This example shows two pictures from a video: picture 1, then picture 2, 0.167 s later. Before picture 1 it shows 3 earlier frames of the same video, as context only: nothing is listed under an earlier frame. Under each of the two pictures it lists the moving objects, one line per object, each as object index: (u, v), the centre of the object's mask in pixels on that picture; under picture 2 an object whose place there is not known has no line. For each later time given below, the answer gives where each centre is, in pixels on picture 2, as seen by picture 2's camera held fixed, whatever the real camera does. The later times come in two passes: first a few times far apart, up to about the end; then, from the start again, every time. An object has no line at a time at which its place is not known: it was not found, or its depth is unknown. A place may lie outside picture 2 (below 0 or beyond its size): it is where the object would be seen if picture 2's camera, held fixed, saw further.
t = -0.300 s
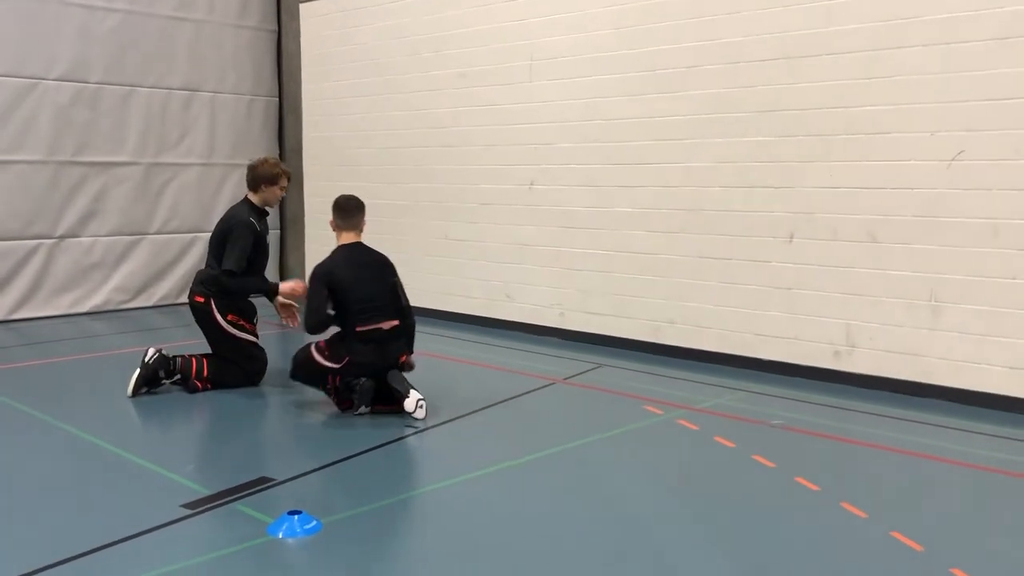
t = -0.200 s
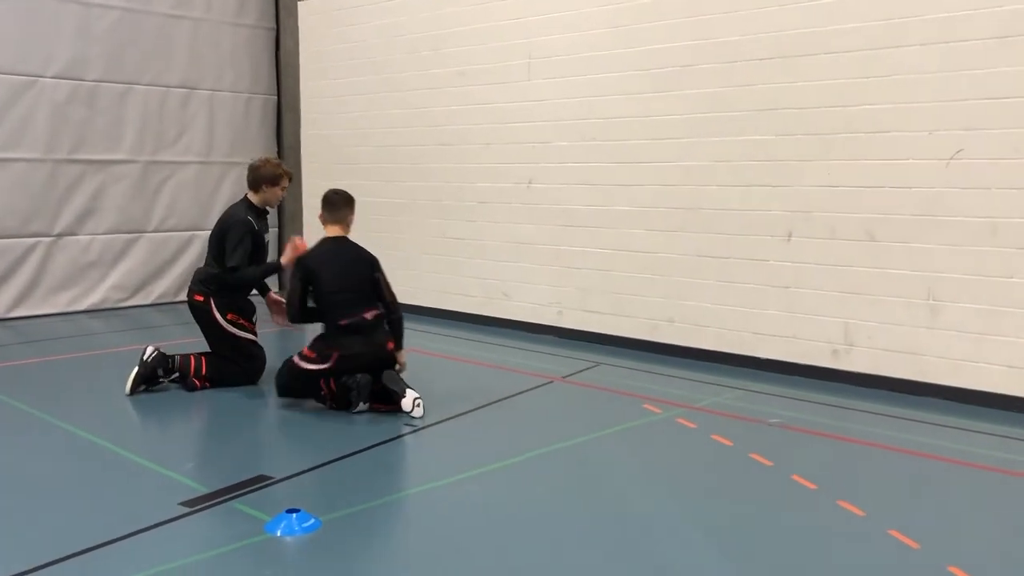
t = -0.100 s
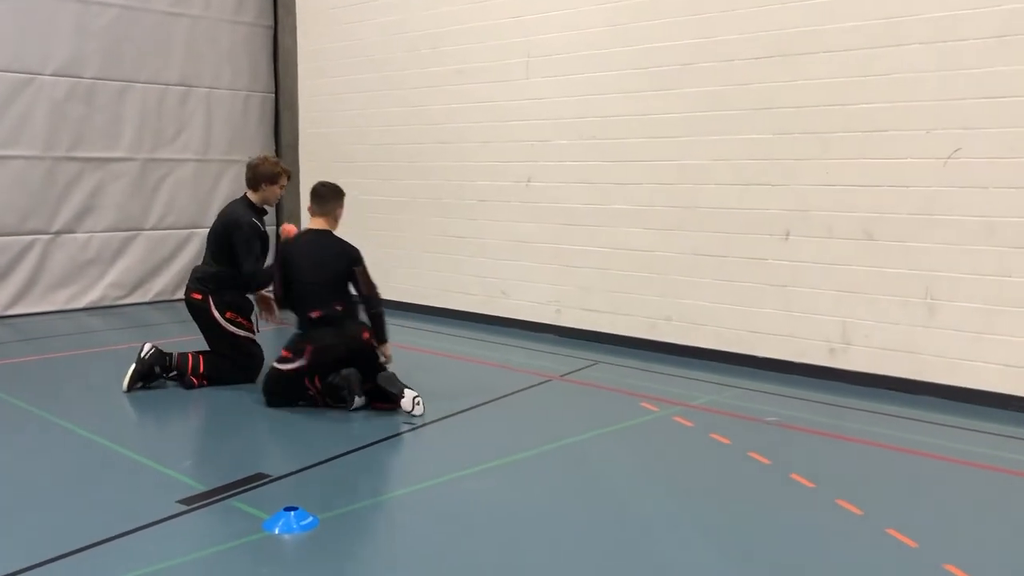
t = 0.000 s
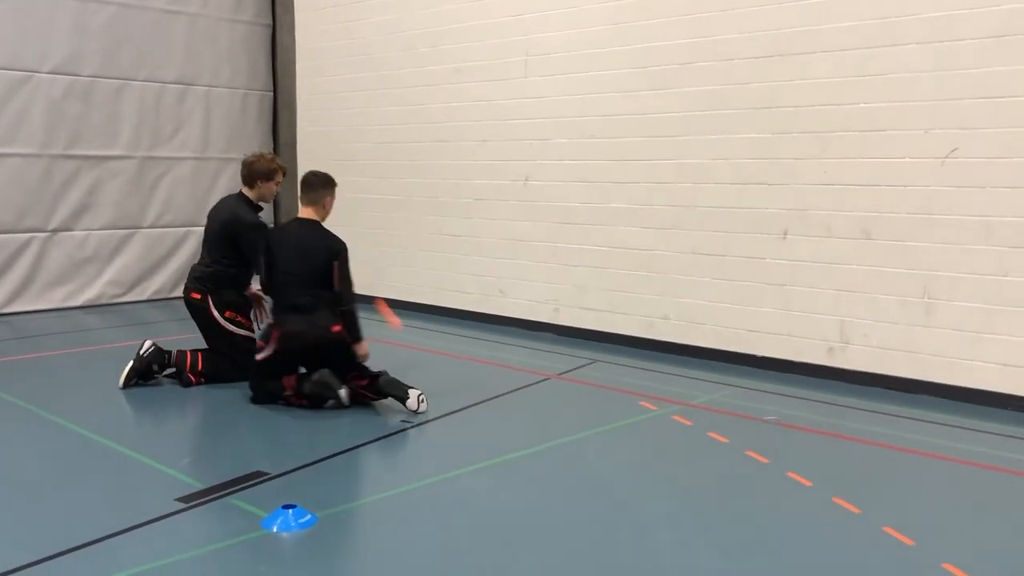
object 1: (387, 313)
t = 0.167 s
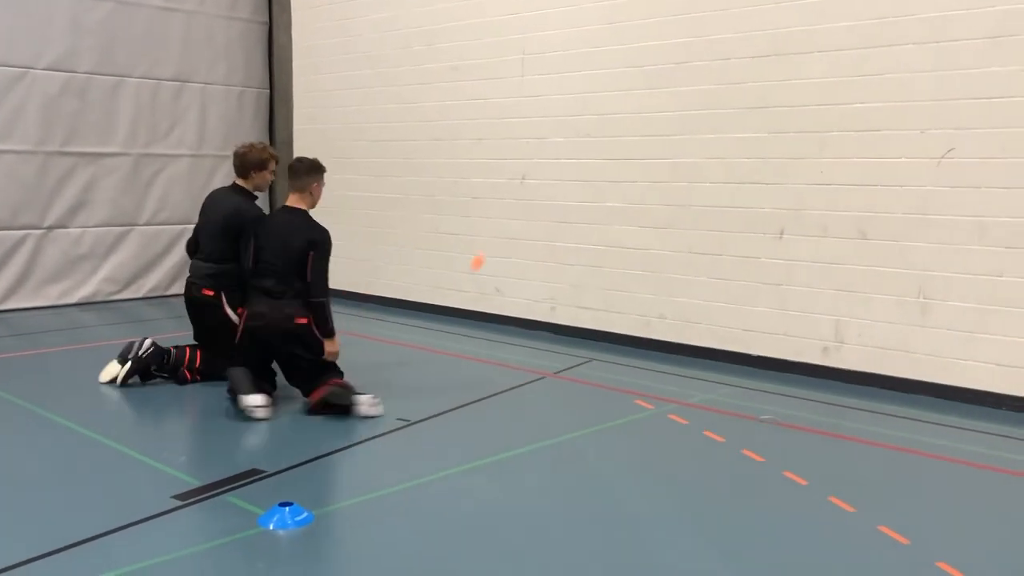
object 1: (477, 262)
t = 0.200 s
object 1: (490, 243)
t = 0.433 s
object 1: (568, 168)
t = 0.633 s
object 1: (506, 136)
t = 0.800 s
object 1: (453, 156)
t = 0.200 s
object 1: (490, 243)
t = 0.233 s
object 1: (502, 225)
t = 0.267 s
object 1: (514, 211)
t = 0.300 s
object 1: (526, 198)
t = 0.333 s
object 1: (537, 188)
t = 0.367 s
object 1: (547, 179)
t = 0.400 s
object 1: (558, 172)
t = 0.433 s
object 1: (568, 168)
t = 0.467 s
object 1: (556, 158)
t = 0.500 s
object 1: (547, 151)
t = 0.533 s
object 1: (536, 144)
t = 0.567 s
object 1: (526, 140)
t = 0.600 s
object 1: (516, 137)
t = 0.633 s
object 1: (506, 136)
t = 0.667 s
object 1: (496, 137)
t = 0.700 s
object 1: (485, 139)
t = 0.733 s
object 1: (474, 143)
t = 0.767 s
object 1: (464, 149)
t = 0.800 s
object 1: (453, 156)
